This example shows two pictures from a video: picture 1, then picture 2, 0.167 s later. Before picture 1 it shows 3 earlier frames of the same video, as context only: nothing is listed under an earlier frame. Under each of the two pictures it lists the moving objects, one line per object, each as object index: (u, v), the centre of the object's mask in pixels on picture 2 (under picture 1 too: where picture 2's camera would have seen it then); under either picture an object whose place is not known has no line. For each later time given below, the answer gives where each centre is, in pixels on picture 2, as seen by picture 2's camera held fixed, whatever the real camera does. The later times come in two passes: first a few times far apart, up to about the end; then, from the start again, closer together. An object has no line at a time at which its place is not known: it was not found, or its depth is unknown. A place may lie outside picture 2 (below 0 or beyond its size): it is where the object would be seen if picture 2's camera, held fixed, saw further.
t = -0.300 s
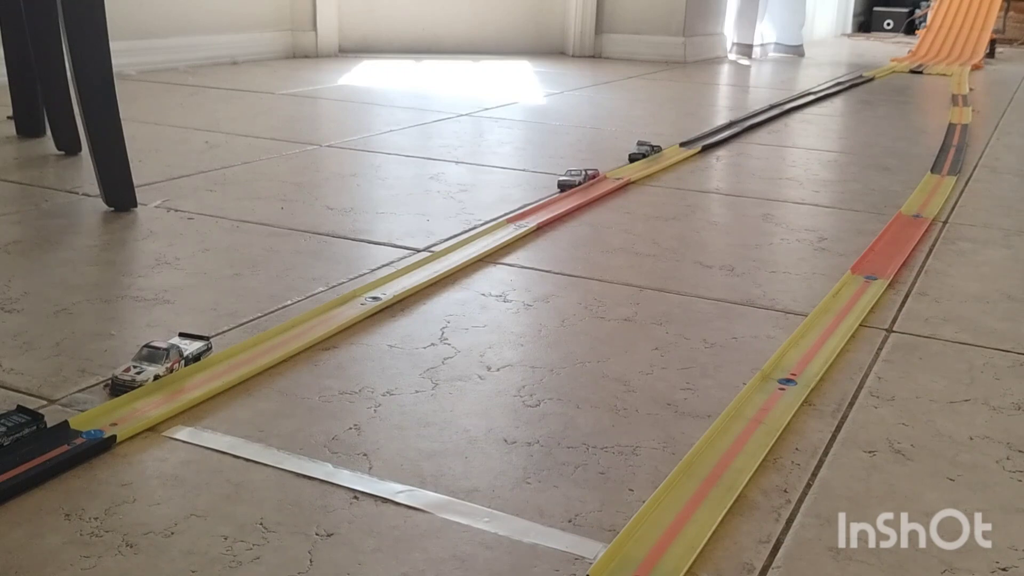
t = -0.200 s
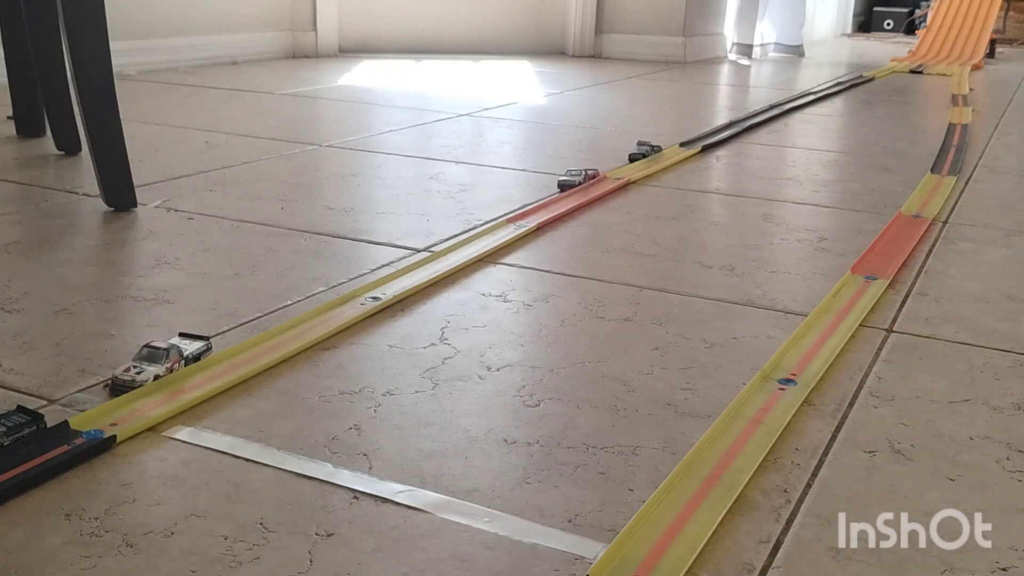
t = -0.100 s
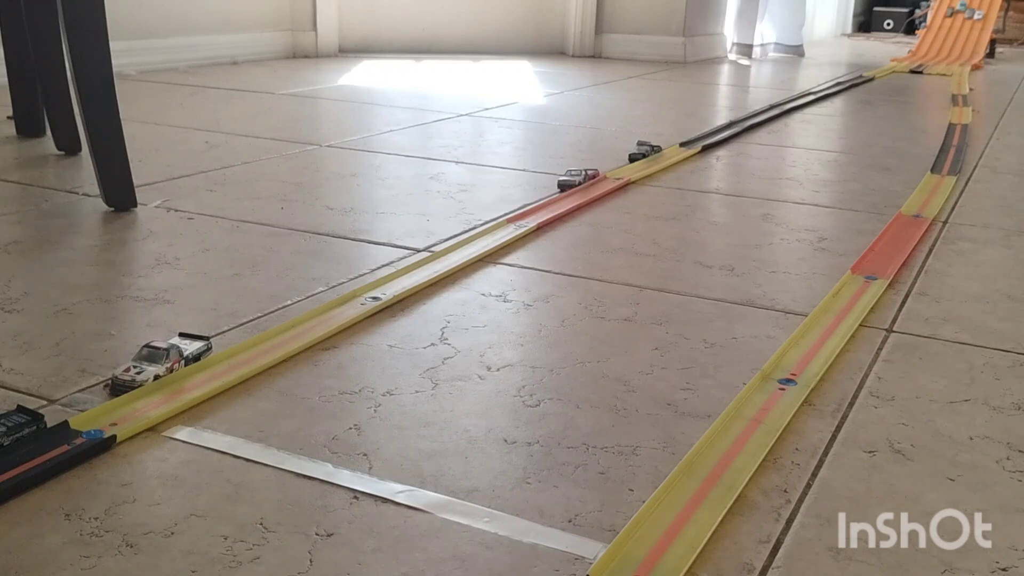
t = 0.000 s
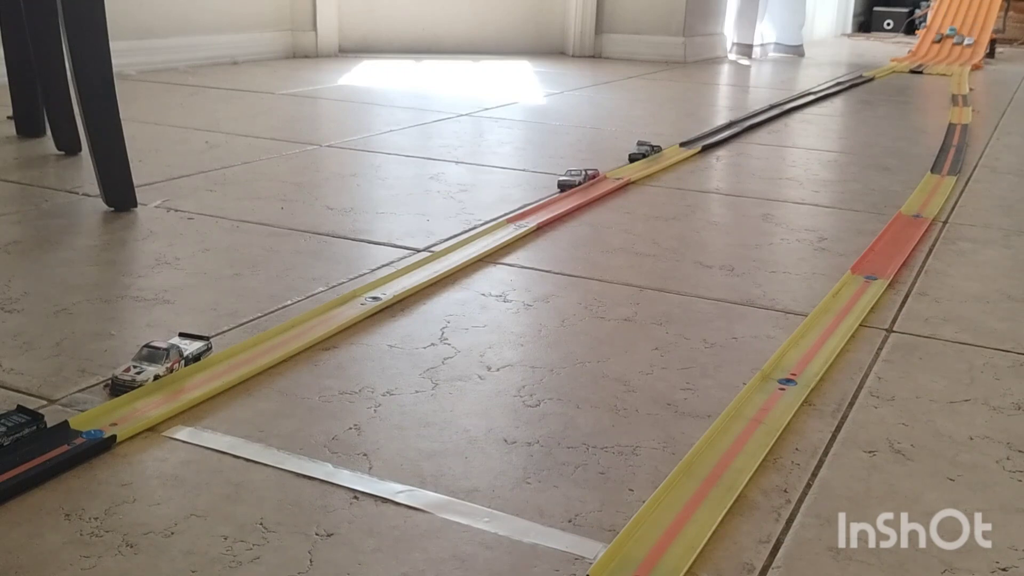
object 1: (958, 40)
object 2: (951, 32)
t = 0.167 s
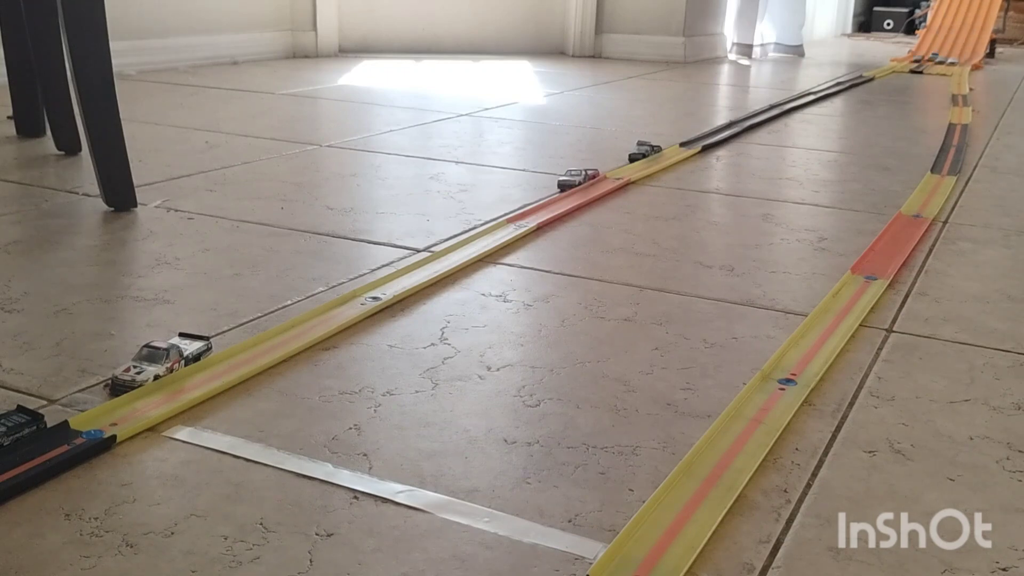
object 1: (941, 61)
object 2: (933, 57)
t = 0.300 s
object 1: (929, 71)
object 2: (918, 67)
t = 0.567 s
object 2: (891, 85)
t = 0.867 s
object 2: (893, 115)
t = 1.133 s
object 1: (684, 177)
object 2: (913, 148)
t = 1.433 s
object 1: (601, 253)
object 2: (879, 173)
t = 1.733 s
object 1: (608, 325)
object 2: (883, 186)
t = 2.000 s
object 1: (586, 345)
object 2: (880, 186)
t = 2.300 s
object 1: (574, 350)
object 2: (880, 186)
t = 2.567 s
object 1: (574, 350)
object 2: (880, 186)
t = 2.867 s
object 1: (574, 350)
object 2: (880, 186)
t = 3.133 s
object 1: (574, 350)
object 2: (881, 186)
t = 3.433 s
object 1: (574, 350)
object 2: (881, 186)
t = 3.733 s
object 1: (574, 350)
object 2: (880, 186)
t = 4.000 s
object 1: (574, 350)
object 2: (880, 186)
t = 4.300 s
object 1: (574, 350)
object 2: (880, 186)
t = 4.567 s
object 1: (574, 350)
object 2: (880, 186)
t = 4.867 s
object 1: (574, 350)
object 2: (880, 186)
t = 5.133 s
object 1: (574, 350)
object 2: (880, 186)
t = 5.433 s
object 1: (574, 350)
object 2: (880, 186)
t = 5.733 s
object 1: (574, 350)
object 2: (880, 186)
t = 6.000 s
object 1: (574, 350)
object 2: (880, 186)
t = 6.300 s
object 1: (574, 350)
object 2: (880, 186)
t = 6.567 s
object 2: (880, 186)
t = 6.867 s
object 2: (880, 186)
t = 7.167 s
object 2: (880, 186)
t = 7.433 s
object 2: (881, 186)
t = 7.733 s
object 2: (880, 186)
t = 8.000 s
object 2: (880, 186)
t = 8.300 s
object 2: (880, 186)
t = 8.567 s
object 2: (880, 186)
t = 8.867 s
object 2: (880, 186)
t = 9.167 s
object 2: (881, 186)
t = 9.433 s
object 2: (881, 186)
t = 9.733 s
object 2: (881, 186)
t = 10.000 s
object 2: (881, 186)
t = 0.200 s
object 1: (938, 63)
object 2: (929, 59)
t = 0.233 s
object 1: (935, 66)
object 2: (922, 65)
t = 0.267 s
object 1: (932, 69)
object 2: (920, 66)
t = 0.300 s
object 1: (929, 71)
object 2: (918, 67)
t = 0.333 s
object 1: (926, 74)
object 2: (916, 67)
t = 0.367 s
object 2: (914, 68)
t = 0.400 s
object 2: (909, 72)
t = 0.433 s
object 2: (906, 74)
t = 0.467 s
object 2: (902, 77)
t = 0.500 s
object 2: (897, 80)
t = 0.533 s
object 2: (893, 82)
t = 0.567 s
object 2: (891, 85)
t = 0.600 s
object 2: (888, 88)
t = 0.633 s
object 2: (886, 91)
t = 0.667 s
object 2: (885, 94)
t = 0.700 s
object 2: (884, 97)
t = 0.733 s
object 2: (884, 100)
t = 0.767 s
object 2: (885, 104)
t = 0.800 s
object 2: (887, 107)
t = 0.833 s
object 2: (890, 111)
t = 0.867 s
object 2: (893, 115)
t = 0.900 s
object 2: (897, 119)
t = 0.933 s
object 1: (759, 141)
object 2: (902, 123)
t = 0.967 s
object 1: (750, 146)
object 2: (907, 127)
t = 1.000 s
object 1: (741, 152)
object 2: (912, 132)
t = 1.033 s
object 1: (729, 159)
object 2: (918, 137)
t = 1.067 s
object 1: (715, 165)
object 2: (920, 141)
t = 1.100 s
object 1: (699, 171)
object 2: (917, 145)
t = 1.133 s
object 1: (684, 177)
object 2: (913, 148)
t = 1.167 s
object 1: (670, 183)
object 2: (908, 150)
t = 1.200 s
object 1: (658, 190)
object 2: (903, 153)
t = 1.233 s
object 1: (645, 199)
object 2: (897, 157)
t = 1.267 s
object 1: (634, 206)
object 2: (891, 158)
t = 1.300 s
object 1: (624, 215)
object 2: (886, 161)
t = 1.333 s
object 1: (616, 224)
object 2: (882, 164)
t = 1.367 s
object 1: (609, 233)
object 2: (879, 167)
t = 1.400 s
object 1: (604, 243)
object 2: (878, 170)
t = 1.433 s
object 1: (601, 253)
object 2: (879, 173)
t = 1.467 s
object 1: (600, 263)
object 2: (880, 176)
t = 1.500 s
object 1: (599, 270)
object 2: (882, 179)
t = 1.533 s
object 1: (599, 276)
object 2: (885, 181)
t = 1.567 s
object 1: (600, 283)
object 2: (887, 183)
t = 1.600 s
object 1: (602, 297)
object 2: (887, 184)
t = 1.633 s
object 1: (604, 305)
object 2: (886, 184)
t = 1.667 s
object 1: (605, 313)
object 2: (886, 185)
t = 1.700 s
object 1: (607, 319)
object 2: (884, 186)
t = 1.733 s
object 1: (608, 325)
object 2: (883, 186)
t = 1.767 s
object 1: (607, 330)
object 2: (882, 186)
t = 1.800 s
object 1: (605, 334)
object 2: (881, 186)
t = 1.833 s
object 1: (603, 336)
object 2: (880, 186)
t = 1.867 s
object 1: (600, 339)
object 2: (880, 186)
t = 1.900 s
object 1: (596, 341)
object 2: (880, 186)
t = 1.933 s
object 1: (592, 342)
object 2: (880, 186)
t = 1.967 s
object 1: (589, 343)
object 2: (880, 186)
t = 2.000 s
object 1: (586, 345)
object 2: (880, 186)
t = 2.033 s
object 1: (583, 346)
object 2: (880, 186)
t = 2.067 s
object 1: (581, 347)
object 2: (880, 186)
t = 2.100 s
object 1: (579, 348)
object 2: (880, 186)
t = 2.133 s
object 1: (578, 349)
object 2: (880, 186)
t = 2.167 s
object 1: (576, 349)
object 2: (880, 186)
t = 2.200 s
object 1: (575, 350)
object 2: (880, 186)
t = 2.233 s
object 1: (575, 350)
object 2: (880, 186)
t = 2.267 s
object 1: (574, 350)
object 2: (880, 186)
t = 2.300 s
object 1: (574, 350)
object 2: (880, 186)
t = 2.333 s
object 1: (574, 350)
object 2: (880, 186)
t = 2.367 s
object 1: (575, 350)
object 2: (880, 186)
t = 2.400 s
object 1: (574, 350)
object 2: (880, 186)
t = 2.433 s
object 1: (574, 350)
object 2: (880, 186)
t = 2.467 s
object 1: (574, 350)
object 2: (880, 186)
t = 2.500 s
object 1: (574, 350)
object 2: (880, 186)
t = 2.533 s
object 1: (574, 350)
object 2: (880, 186)
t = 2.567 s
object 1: (574, 350)
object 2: (880, 186)
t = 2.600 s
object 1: (574, 350)
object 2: (880, 186)
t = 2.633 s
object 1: (574, 350)
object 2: (880, 186)
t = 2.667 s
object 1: (574, 350)
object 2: (880, 186)
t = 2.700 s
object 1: (574, 350)
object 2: (880, 186)
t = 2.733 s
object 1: (574, 350)
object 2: (880, 186)
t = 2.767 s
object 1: (574, 350)
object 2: (880, 186)
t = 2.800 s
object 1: (574, 350)
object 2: (880, 186)
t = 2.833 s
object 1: (574, 350)
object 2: (880, 186)
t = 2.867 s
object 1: (574, 350)
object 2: (880, 186)
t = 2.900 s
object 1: (574, 350)
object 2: (880, 186)
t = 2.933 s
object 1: (574, 350)
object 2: (880, 186)
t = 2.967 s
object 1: (574, 350)
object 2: (880, 186)
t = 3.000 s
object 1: (574, 350)
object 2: (880, 186)
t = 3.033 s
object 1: (574, 350)
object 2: (881, 186)
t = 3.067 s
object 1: (574, 350)
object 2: (880, 186)
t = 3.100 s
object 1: (574, 350)
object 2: (880, 186)
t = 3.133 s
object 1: (574, 350)
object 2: (881, 186)
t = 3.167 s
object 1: (574, 350)
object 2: (881, 186)
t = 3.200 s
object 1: (574, 350)
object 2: (880, 186)
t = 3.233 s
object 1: (574, 350)
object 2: (880, 186)
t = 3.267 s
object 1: (574, 350)
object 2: (881, 186)
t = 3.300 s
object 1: (574, 350)
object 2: (881, 186)
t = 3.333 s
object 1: (574, 350)
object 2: (880, 186)
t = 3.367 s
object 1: (574, 350)
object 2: (880, 186)
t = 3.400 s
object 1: (574, 350)
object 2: (880, 186)
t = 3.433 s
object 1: (574, 350)
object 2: (881, 186)
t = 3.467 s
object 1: (574, 350)
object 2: (881, 186)
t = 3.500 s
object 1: (574, 350)
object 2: (880, 186)
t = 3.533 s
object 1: (574, 350)
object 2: (880, 186)
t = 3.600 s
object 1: (574, 350)
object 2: (880, 186)
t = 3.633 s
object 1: (574, 350)
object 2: (880, 186)
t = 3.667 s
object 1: (574, 350)
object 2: (880, 186)
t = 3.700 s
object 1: (574, 350)
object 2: (880, 186)
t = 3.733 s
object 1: (574, 350)
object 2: (880, 186)
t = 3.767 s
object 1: (574, 350)
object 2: (880, 186)
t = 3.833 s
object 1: (574, 350)
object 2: (880, 186)
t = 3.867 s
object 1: (574, 350)
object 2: (880, 186)
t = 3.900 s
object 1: (574, 350)
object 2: (880, 186)
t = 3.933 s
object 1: (574, 350)
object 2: (881, 186)
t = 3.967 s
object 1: (574, 350)
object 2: (880, 186)
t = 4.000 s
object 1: (574, 350)
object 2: (880, 186)
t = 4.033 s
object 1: (574, 350)
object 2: (881, 186)
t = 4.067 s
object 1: (574, 350)
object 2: (880, 186)
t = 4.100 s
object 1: (574, 350)
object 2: (881, 186)
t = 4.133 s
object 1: (574, 350)
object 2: (880, 186)
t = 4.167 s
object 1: (574, 350)
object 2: (880, 186)
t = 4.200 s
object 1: (574, 350)
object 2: (880, 186)
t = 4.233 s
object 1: (574, 350)
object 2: (880, 186)
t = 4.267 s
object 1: (574, 350)
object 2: (881, 186)
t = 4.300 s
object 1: (574, 350)
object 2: (880, 186)
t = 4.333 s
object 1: (574, 350)
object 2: (880, 186)
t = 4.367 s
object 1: (574, 350)
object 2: (881, 186)
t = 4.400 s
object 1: (574, 350)
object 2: (881, 186)
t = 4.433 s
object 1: (574, 350)
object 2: (880, 186)
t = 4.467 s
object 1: (574, 350)
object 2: (880, 186)
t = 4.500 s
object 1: (574, 350)
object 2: (880, 186)
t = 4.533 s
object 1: (574, 350)
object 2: (880, 186)
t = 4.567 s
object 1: (574, 350)
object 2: (880, 186)
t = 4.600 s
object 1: (574, 350)
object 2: (881, 186)
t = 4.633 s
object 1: (574, 350)
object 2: (880, 186)
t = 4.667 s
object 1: (574, 350)
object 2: (880, 186)
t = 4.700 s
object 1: (574, 350)
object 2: (880, 186)
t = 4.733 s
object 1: (574, 350)
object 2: (880, 186)
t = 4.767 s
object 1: (574, 350)
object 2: (880, 186)
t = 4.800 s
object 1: (574, 350)
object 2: (880, 186)
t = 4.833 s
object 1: (574, 350)
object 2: (880, 186)
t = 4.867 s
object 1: (574, 350)
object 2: (880, 186)
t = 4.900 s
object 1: (574, 350)
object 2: (881, 186)
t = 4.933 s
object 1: (574, 350)
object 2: (880, 186)
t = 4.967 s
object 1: (574, 350)
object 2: (880, 186)
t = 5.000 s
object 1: (574, 350)
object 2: (880, 186)
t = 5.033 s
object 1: (574, 350)
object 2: (880, 186)
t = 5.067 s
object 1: (574, 350)
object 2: (880, 186)
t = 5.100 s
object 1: (574, 350)
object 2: (880, 186)
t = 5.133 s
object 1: (574, 350)
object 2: (880, 186)
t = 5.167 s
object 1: (574, 350)
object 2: (880, 186)
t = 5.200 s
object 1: (574, 350)
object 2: (880, 186)
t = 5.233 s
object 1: (574, 350)
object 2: (880, 186)
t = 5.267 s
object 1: (574, 350)
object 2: (880, 186)
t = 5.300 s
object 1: (574, 350)
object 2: (880, 186)
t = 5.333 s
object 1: (574, 350)
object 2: (880, 186)
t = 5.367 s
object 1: (574, 350)
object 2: (880, 186)
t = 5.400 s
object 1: (574, 350)
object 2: (880, 186)
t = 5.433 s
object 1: (574, 350)
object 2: (880, 186)
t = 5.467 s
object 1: (574, 350)
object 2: (880, 186)
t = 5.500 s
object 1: (574, 350)
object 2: (880, 186)
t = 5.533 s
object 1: (574, 350)
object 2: (880, 186)
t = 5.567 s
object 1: (574, 350)
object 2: (880, 186)
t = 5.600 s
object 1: (574, 350)
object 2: (880, 186)
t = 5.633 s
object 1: (574, 350)
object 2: (880, 186)
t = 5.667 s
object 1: (574, 350)
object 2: (880, 186)
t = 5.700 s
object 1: (574, 350)
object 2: (880, 186)
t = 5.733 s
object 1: (574, 350)
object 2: (880, 186)
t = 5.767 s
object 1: (574, 350)
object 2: (880, 186)
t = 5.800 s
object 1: (574, 350)
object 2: (880, 186)
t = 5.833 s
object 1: (574, 350)
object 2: (880, 186)
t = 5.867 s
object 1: (574, 350)
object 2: (880, 186)
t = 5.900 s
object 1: (574, 350)
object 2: (880, 186)
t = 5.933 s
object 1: (574, 350)
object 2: (880, 186)
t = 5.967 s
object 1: (574, 350)
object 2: (880, 186)
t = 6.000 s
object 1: (574, 350)
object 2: (880, 186)
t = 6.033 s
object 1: (574, 350)
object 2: (880, 186)
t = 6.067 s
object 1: (574, 350)
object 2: (880, 186)
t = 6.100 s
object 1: (574, 350)
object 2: (880, 186)
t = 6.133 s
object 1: (574, 350)
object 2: (880, 186)
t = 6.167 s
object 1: (574, 350)
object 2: (880, 186)
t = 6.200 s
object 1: (574, 350)
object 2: (880, 186)
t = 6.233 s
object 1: (574, 350)
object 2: (880, 186)
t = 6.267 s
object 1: (574, 350)
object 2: (880, 186)
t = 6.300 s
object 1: (574, 350)
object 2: (880, 186)
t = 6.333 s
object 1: (574, 350)
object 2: (880, 186)
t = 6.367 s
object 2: (880, 186)
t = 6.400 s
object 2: (880, 186)
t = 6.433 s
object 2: (880, 186)
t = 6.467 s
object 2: (880, 186)
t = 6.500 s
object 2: (880, 186)
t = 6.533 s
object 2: (880, 186)
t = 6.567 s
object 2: (880, 186)
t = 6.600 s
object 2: (880, 186)
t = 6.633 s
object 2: (881, 186)
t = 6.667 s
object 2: (880, 186)
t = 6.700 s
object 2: (880, 186)
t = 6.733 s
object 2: (880, 186)
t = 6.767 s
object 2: (881, 186)
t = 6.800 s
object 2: (880, 186)
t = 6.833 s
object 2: (880, 186)
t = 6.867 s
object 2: (880, 186)
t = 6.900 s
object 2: (880, 186)
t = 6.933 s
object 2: (880, 186)
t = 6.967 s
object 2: (880, 186)
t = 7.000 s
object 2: (880, 186)
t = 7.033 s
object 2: (880, 186)
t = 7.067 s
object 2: (880, 186)
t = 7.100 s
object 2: (880, 186)
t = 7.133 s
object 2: (880, 186)
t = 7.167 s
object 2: (880, 186)
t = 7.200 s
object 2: (880, 186)
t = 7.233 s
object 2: (880, 186)
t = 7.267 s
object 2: (880, 186)
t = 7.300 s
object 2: (881, 186)
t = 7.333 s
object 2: (880, 186)
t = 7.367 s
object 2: (881, 186)
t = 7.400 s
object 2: (881, 186)
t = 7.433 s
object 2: (881, 186)
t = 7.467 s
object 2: (880, 186)
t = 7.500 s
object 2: (881, 186)
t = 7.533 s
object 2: (880, 186)
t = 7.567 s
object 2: (880, 186)
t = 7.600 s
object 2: (881, 186)
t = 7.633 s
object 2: (881, 186)
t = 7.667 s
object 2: (880, 186)
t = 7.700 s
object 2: (880, 186)
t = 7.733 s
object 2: (880, 186)
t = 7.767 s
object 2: (880, 186)
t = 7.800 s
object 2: (881, 186)
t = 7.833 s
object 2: (880, 186)
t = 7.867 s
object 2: (880, 186)
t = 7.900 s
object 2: (880, 186)
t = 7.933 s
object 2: (880, 186)
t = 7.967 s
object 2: (880, 186)
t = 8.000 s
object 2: (880, 186)
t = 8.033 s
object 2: (880, 186)
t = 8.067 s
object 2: (880, 186)
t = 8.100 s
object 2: (880, 186)
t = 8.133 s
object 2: (880, 186)
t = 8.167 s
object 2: (880, 186)
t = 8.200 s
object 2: (880, 186)
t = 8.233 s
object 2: (880, 186)
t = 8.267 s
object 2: (880, 186)
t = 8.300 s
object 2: (880, 186)
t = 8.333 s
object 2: (880, 186)
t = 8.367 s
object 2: (880, 186)
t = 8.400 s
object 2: (880, 186)
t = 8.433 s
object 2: (880, 186)
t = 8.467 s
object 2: (880, 186)
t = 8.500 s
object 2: (880, 186)
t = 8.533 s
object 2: (880, 186)
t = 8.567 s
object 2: (880, 186)
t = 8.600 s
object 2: (881, 186)
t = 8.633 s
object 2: (881, 186)
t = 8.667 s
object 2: (880, 186)
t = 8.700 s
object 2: (881, 186)
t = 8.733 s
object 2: (881, 186)
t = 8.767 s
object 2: (881, 186)
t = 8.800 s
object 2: (880, 186)
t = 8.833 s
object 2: (881, 186)
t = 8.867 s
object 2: (880, 186)
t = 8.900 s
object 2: (881, 186)
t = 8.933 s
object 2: (881, 186)
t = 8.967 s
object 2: (881, 186)
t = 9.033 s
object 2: (881, 186)
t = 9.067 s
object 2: (881, 186)
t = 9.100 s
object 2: (881, 186)
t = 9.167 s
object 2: (881, 186)
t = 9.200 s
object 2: (881, 186)
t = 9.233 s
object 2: (880, 186)
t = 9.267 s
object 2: (880, 186)
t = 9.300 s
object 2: (881, 186)
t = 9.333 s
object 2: (880, 186)
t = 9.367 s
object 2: (881, 186)
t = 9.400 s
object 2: (881, 186)
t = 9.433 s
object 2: (881, 186)
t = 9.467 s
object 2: (881, 186)
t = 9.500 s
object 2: (881, 186)
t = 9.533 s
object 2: (881, 186)
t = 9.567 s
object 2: (881, 186)
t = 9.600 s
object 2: (881, 186)
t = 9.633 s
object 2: (881, 186)
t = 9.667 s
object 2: (881, 186)
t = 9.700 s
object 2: (881, 186)
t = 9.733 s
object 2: (881, 186)
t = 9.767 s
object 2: (881, 186)
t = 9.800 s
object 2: (881, 186)
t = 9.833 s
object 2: (881, 186)
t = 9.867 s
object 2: (881, 186)
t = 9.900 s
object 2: (881, 186)
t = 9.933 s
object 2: (881, 186)
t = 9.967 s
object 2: (881, 186)
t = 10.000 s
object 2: (881, 186)
